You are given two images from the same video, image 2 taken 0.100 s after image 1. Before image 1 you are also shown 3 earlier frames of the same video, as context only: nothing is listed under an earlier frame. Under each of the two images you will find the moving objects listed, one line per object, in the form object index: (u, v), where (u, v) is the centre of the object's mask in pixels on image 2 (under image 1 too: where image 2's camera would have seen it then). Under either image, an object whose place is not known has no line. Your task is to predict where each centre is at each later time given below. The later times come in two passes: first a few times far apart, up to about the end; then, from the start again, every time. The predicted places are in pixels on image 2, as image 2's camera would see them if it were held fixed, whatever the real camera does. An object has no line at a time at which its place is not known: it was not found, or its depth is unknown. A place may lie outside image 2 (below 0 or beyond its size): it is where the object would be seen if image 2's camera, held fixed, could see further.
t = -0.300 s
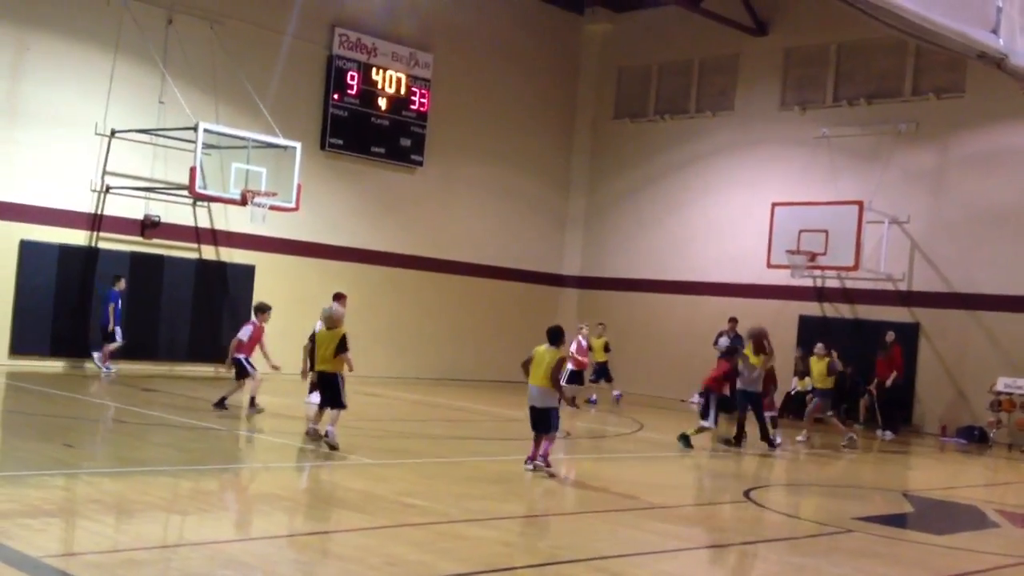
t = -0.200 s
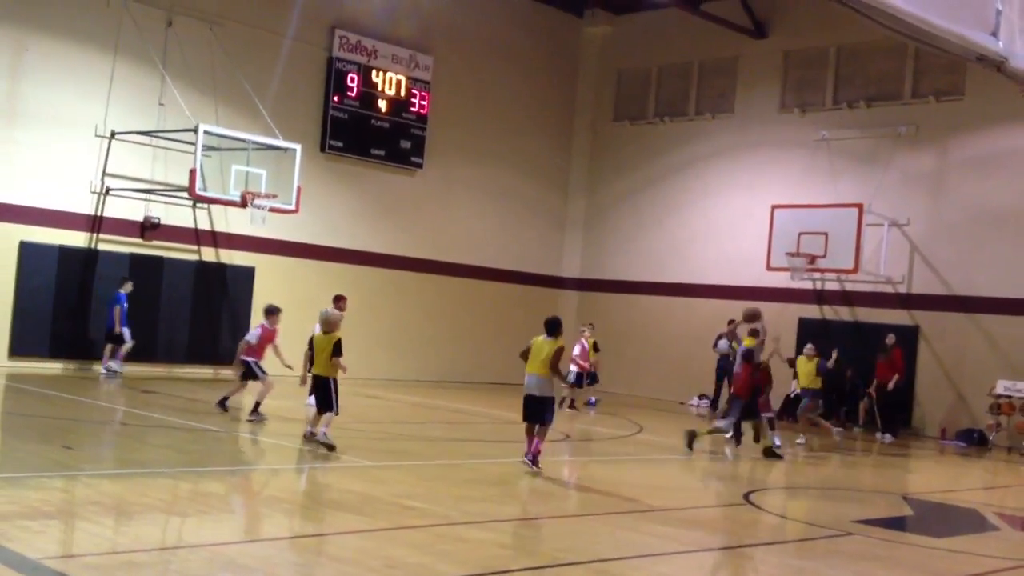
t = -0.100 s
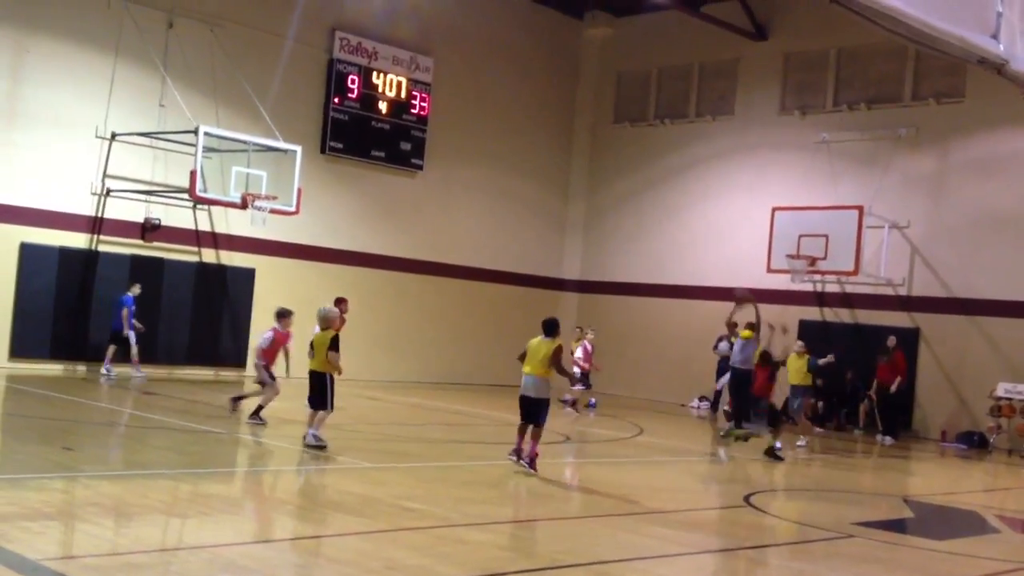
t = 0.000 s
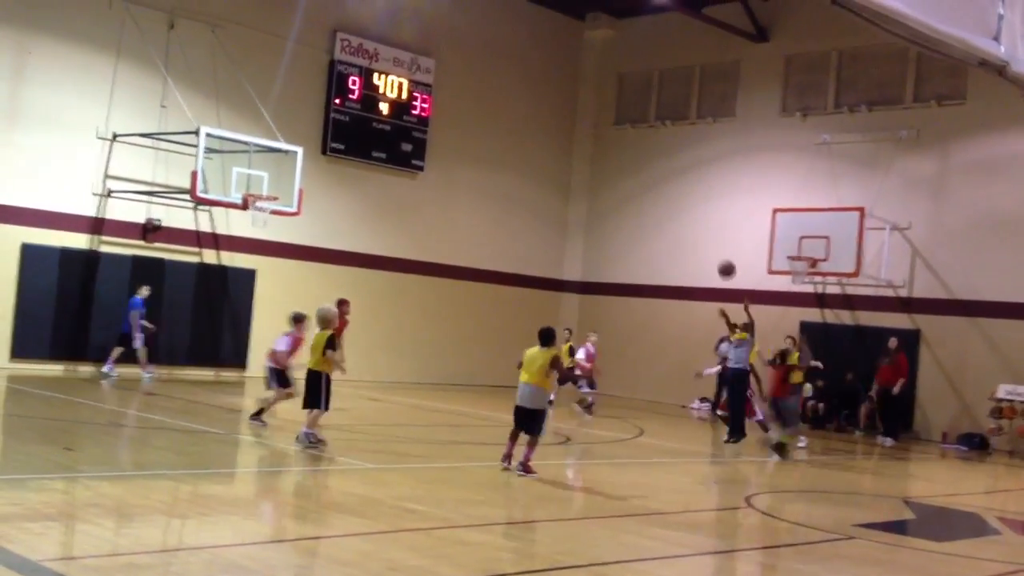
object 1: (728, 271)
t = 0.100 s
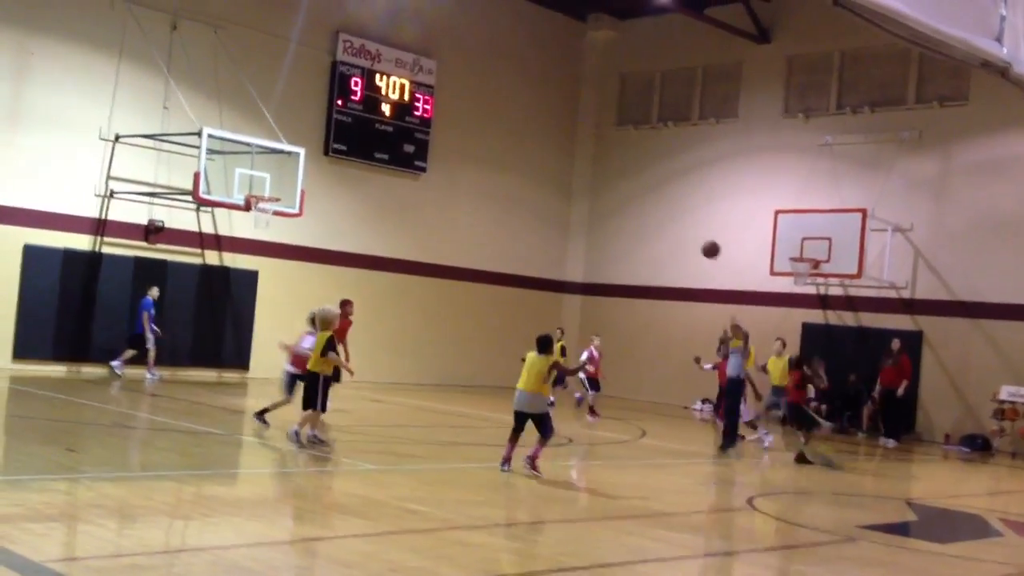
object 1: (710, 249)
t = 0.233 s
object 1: (684, 232)
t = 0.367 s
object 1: (655, 230)
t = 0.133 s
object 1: (704, 244)
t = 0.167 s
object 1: (698, 239)
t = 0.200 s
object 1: (691, 235)
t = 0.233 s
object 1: (684, 232)
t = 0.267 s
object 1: (677, 230)
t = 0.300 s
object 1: (669, 229)
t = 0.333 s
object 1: (662, 229)
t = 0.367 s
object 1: (655, 230)
